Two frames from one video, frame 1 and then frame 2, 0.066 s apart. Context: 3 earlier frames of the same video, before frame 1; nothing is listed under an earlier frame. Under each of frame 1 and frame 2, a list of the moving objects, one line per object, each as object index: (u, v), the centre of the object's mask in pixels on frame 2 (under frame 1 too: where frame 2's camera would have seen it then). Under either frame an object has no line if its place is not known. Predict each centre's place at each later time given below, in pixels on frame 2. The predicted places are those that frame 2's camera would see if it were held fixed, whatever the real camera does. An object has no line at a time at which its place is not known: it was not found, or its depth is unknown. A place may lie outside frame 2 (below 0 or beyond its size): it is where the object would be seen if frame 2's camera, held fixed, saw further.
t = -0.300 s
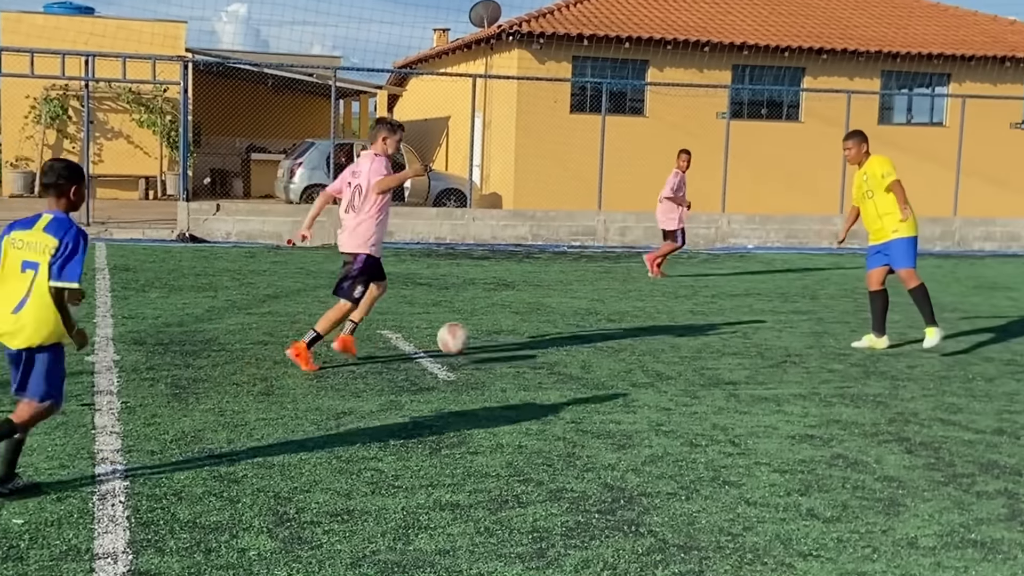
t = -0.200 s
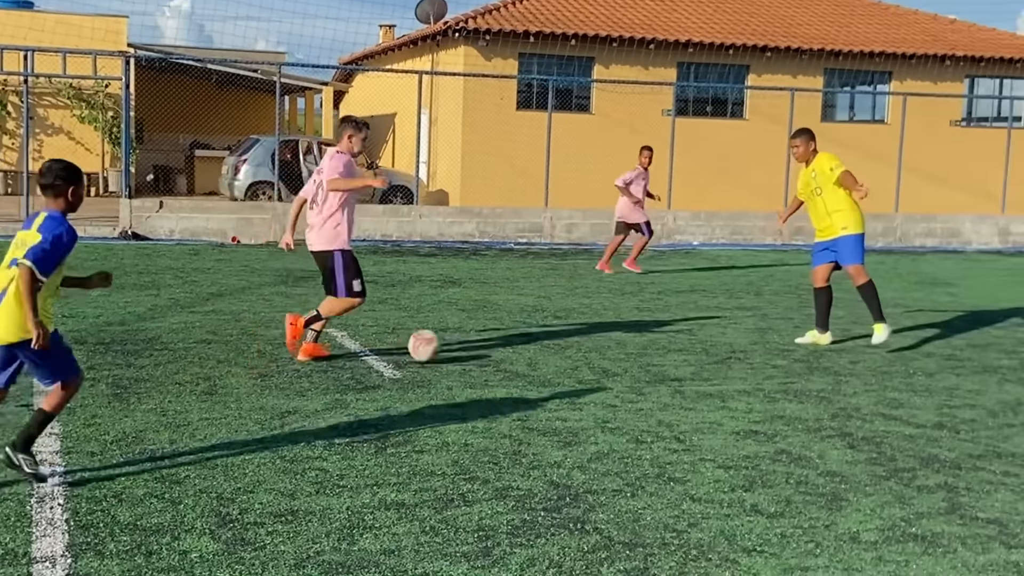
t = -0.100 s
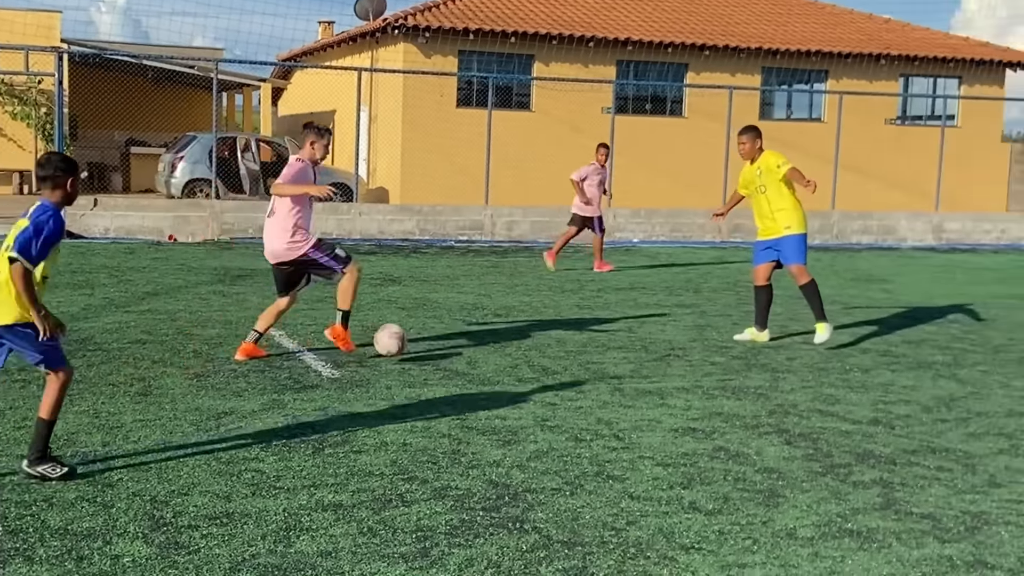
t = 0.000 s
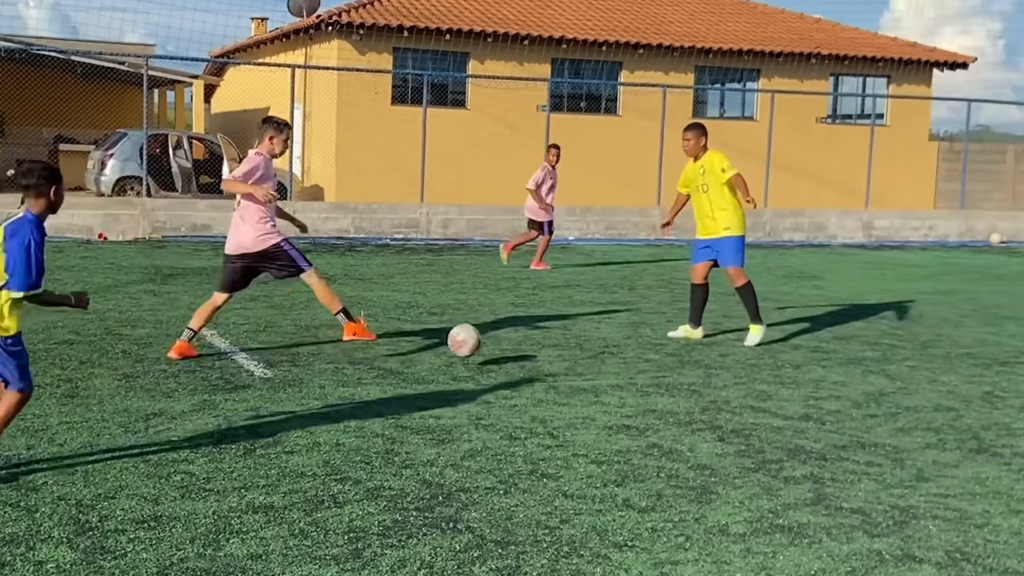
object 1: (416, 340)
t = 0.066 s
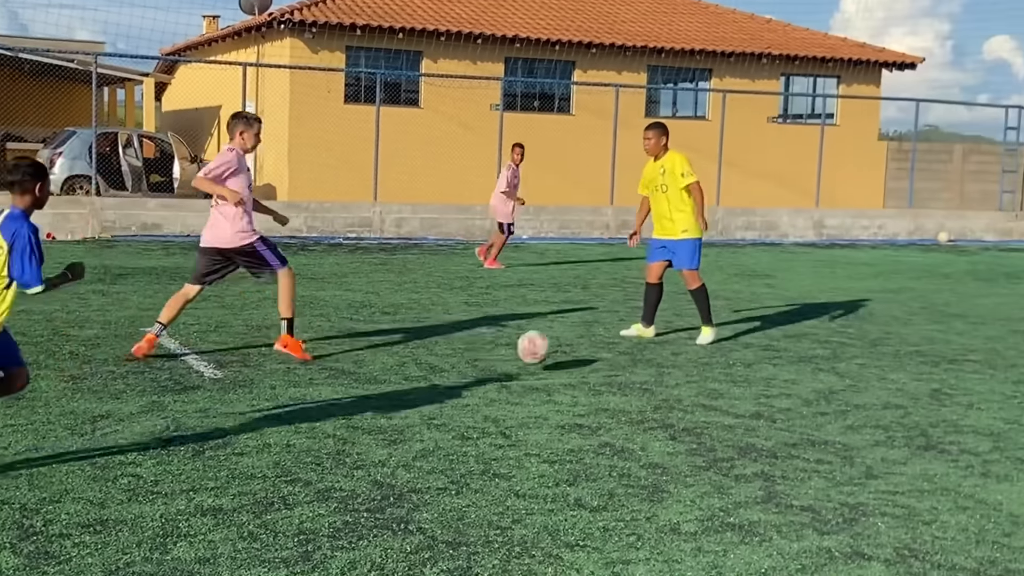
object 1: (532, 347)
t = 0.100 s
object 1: (591, 353)
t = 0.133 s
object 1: (648, 360)
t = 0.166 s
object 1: (702, 362)
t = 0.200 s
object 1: (755, 363)
